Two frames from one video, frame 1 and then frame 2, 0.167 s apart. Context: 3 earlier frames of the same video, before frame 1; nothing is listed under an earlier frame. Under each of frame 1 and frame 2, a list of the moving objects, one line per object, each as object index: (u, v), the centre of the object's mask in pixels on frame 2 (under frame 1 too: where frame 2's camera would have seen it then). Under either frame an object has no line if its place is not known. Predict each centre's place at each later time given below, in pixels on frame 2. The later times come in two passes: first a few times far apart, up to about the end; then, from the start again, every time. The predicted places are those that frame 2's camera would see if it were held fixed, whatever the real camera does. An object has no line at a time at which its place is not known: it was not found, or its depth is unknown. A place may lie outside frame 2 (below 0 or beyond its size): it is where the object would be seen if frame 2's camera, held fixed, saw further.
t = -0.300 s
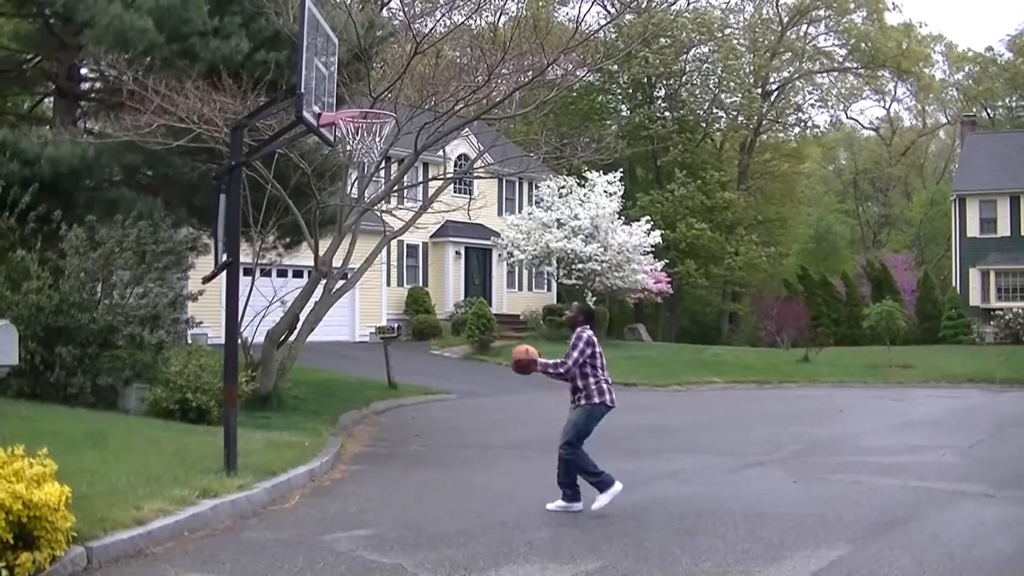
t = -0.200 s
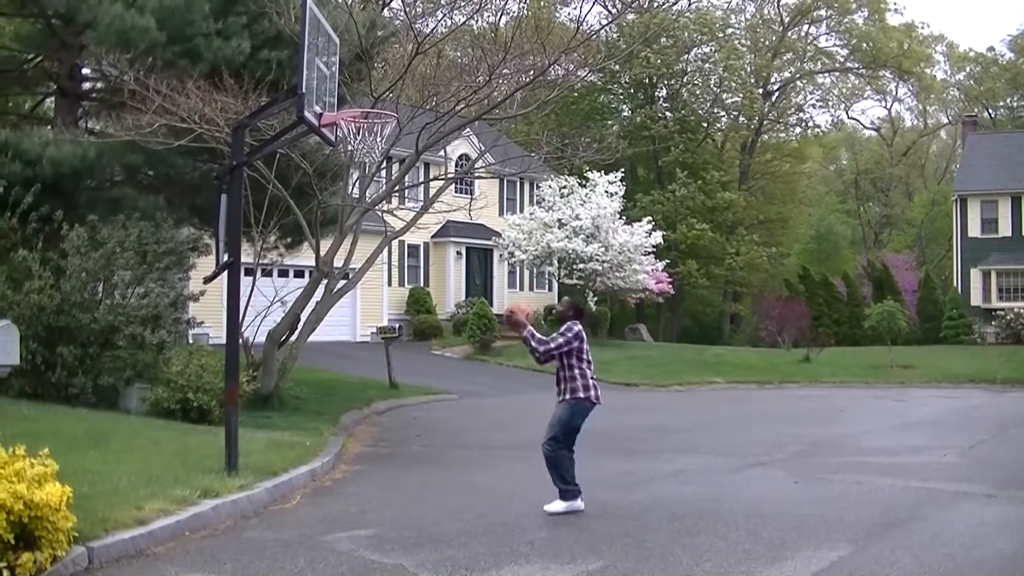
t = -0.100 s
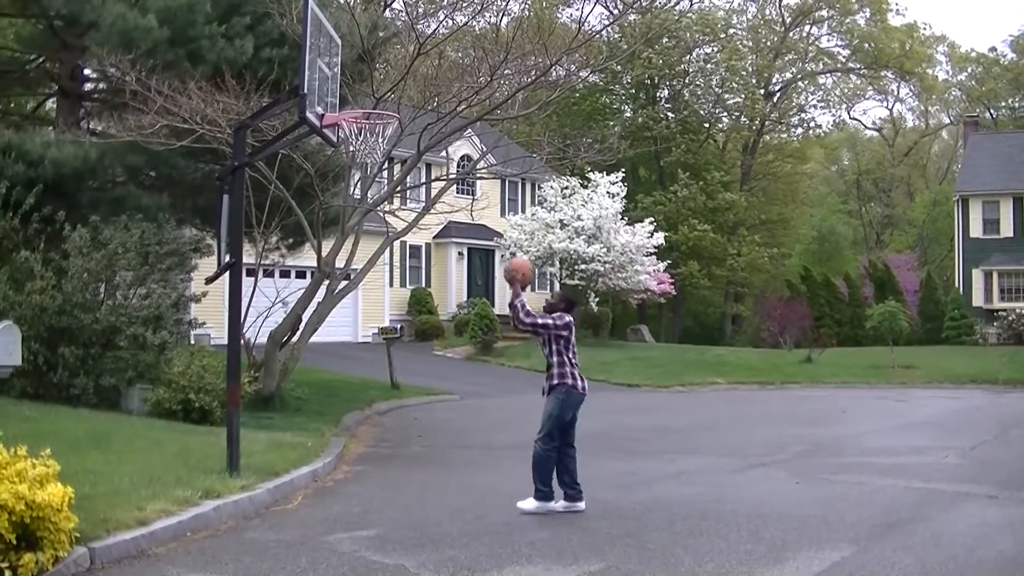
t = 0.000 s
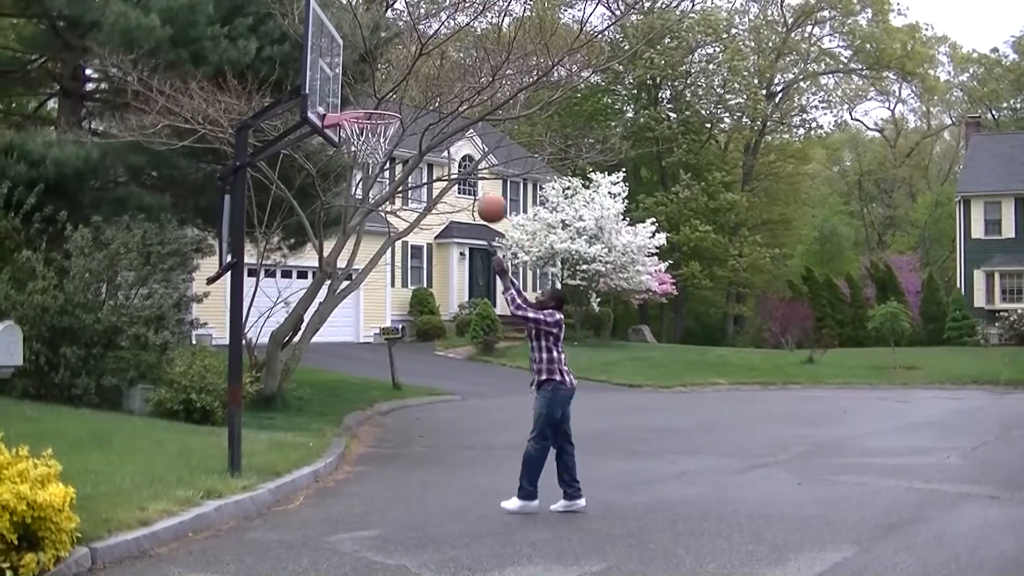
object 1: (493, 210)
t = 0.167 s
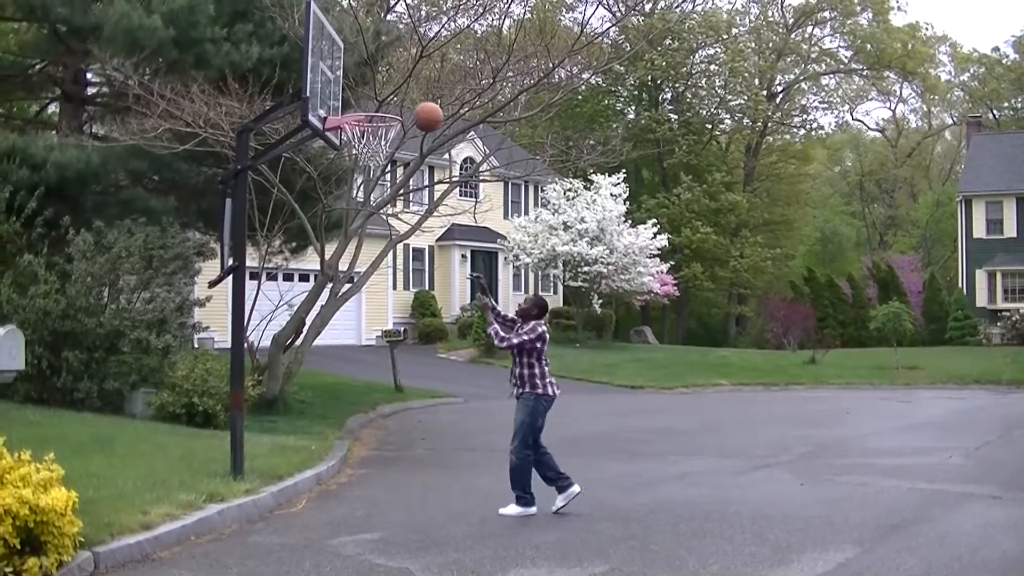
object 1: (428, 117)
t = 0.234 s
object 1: (402, 88)
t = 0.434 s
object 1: (345, 44)
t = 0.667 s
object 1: (403, 85)
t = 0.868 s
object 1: (453, 175)
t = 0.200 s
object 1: (415, 102)
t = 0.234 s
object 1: (402, 88)
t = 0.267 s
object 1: (388, 77)
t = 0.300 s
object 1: (375, 67)
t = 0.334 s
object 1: (363, 55)
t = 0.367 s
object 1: (350, 50)
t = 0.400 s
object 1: (338, 43)
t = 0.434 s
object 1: (345, 44)
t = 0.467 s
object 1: (353, 45)
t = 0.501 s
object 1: (361, 49)
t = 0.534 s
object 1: (369, 54)
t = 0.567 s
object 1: (378, 59)
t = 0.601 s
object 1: (386, 66)
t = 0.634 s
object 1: (395, 75)
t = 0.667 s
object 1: (403, 85)
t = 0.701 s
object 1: (412, 96)
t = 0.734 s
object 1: (420, 109)
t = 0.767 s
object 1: (428, 124)
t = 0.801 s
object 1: (436, 140)
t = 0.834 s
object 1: (444, 157)
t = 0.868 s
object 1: (453, 175)
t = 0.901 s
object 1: (461, 196)
